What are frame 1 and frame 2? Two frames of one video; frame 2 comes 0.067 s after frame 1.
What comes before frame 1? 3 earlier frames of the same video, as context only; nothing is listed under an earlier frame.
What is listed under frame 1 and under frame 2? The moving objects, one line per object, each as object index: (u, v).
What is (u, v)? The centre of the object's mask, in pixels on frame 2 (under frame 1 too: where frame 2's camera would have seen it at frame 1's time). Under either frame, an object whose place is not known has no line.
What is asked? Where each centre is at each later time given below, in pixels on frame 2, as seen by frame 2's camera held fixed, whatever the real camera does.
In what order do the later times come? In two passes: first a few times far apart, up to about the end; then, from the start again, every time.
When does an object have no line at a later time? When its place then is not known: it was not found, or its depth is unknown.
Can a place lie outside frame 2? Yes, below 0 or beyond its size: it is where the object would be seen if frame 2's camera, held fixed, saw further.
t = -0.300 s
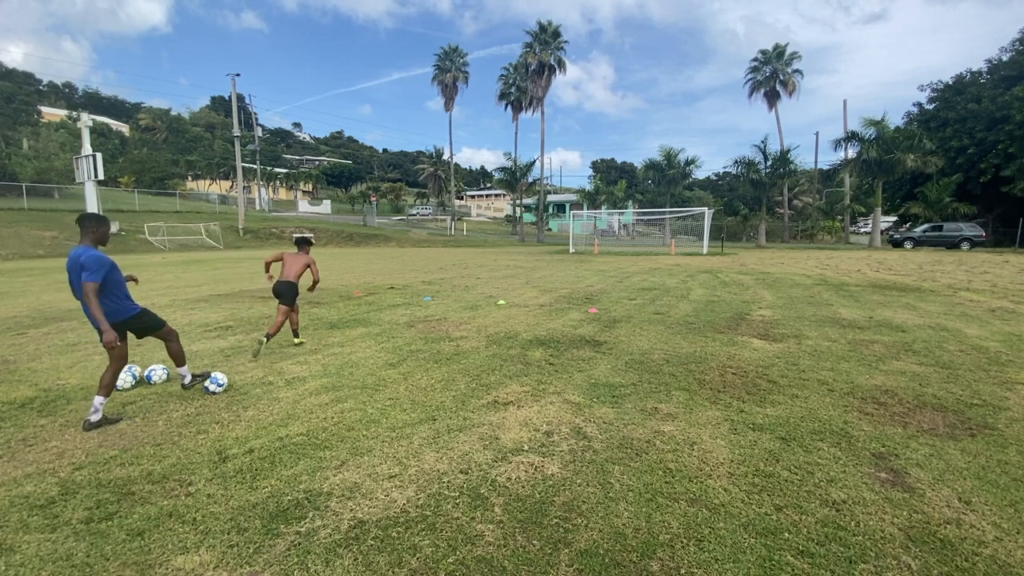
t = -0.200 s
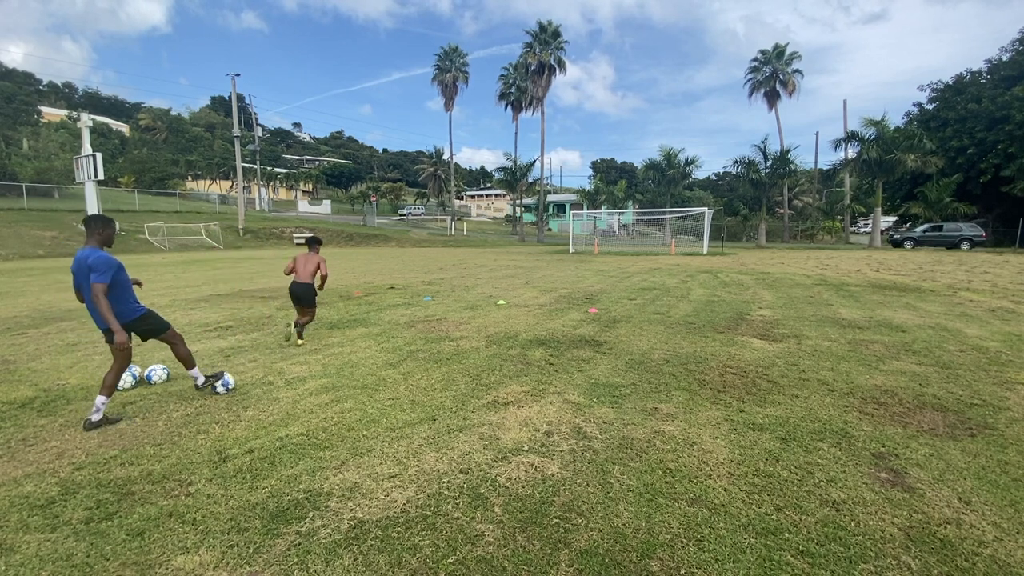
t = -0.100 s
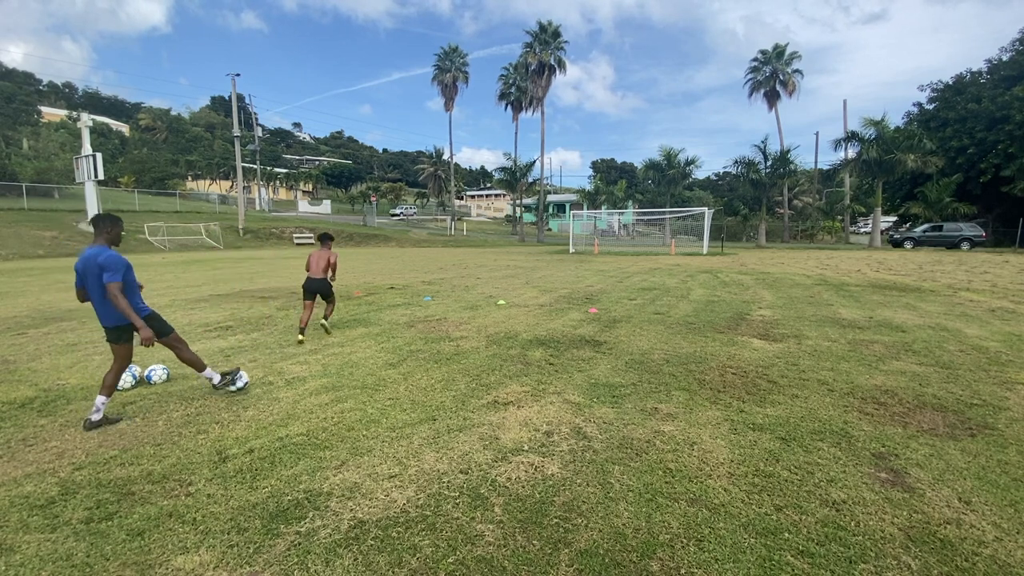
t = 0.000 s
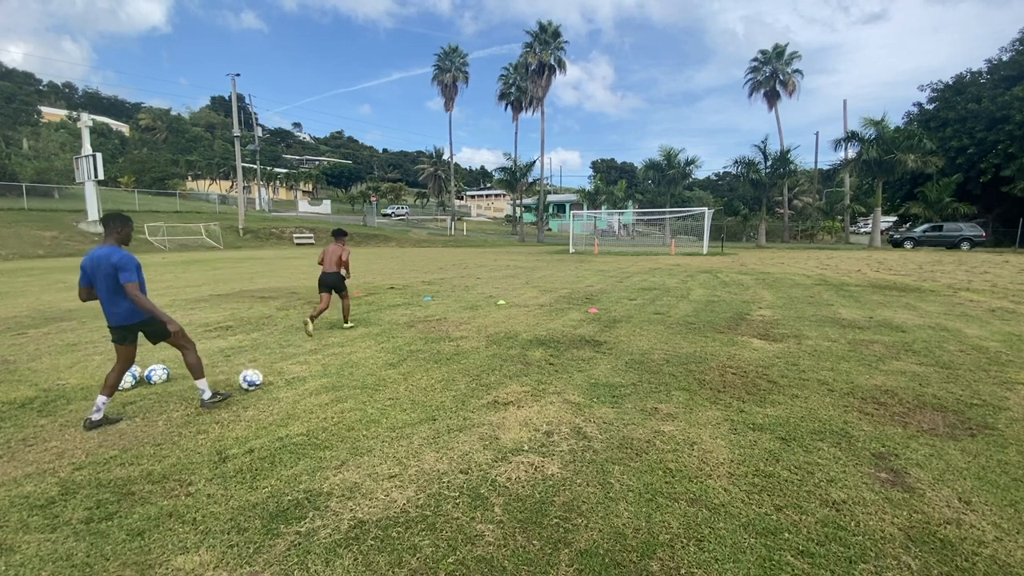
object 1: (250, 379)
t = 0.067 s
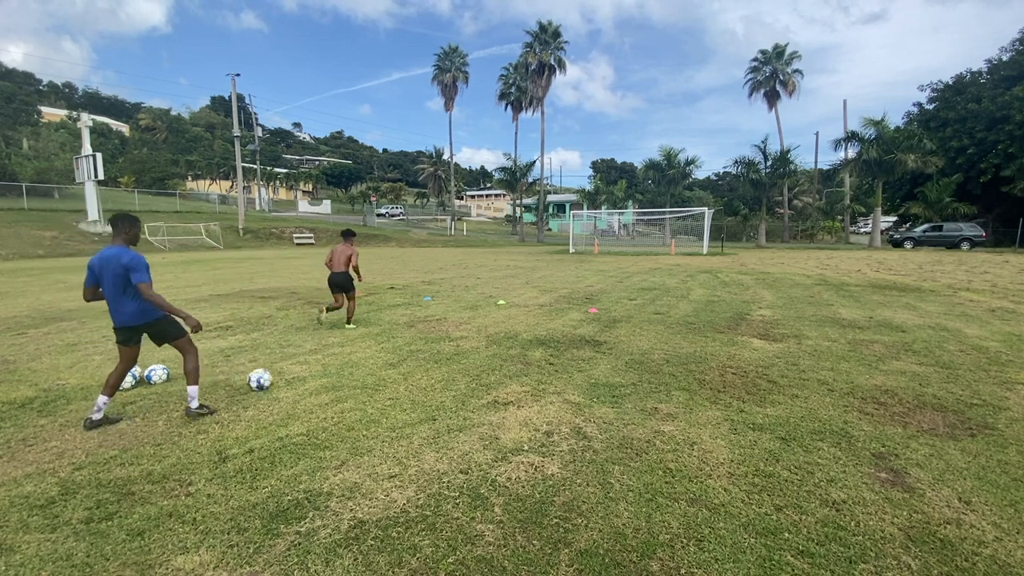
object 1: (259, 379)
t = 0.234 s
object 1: (279, 378)
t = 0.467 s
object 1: (303, 377)
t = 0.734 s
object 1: (323, 376)
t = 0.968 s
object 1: (336, 377)
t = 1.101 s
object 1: (341, 377)
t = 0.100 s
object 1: (263, 380)
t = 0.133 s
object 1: (267, 379)
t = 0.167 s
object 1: (271, 379)
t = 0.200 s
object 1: (275, 379)
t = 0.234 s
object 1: (279, 378)
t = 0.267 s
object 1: (283, 378)
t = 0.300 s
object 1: (287, 377)
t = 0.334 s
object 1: (290, 377)
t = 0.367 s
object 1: (293, 377)
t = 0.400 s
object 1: (297, 378)
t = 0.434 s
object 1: (300, 378)
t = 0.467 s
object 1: (303, 377)
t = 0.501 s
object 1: (306, 377)
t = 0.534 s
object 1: (308, 376)
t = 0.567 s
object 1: (311, 377)
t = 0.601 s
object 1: (314, 377)
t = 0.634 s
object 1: (316, 377)
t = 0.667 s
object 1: (319, 377)
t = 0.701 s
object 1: (321, 377)
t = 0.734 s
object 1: (323, 376)
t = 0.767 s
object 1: (325, 377)
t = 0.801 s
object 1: (327, 377)
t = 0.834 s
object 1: (329, 377)
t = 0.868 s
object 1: (331, 377)
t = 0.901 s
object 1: (332, 377)
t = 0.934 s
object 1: (334, 377)
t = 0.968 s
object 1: (336, 377)
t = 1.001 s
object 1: (338, 377)
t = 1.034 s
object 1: (339, 377)
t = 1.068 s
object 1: (340, 377)
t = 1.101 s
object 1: (341, 377)
